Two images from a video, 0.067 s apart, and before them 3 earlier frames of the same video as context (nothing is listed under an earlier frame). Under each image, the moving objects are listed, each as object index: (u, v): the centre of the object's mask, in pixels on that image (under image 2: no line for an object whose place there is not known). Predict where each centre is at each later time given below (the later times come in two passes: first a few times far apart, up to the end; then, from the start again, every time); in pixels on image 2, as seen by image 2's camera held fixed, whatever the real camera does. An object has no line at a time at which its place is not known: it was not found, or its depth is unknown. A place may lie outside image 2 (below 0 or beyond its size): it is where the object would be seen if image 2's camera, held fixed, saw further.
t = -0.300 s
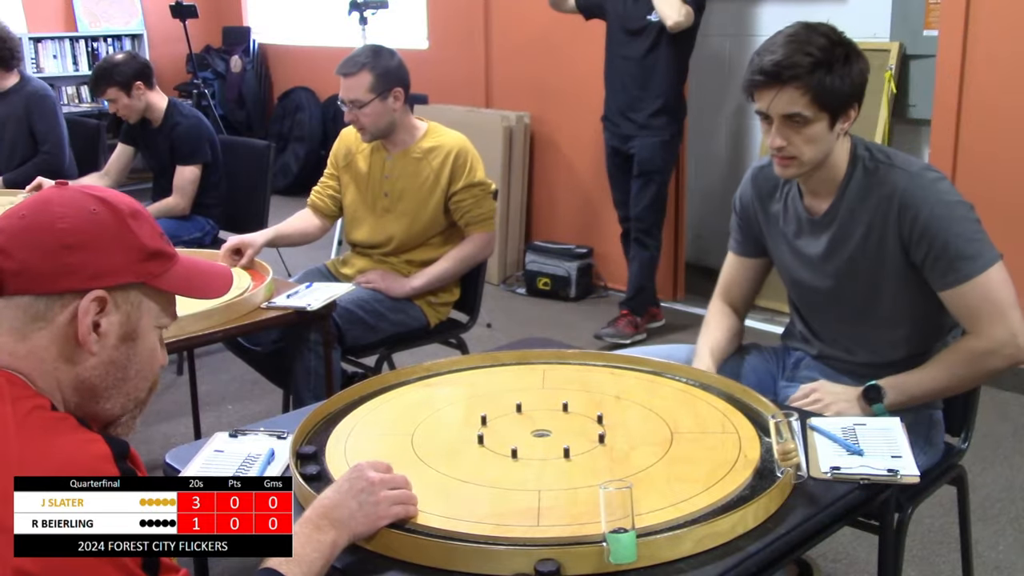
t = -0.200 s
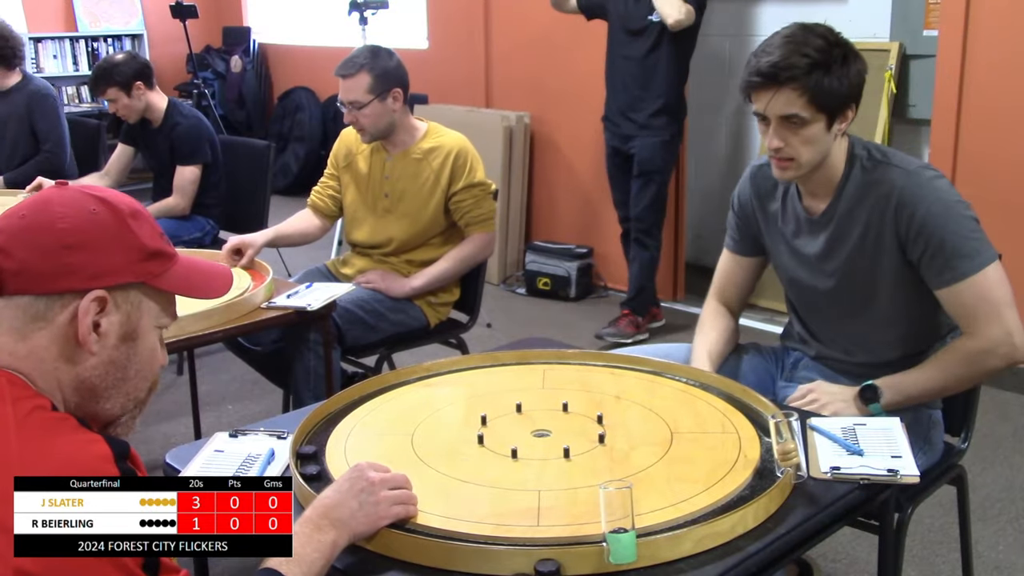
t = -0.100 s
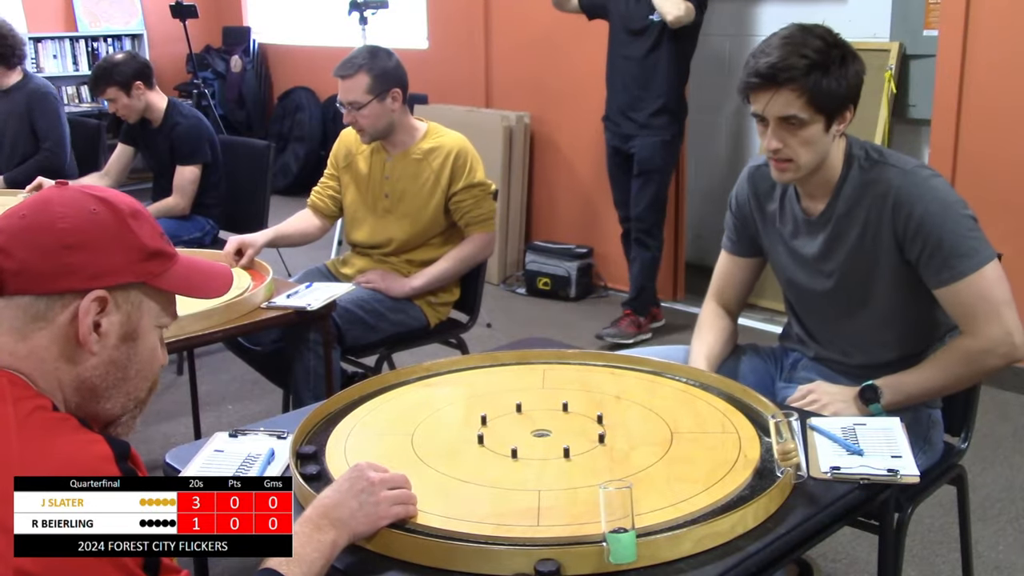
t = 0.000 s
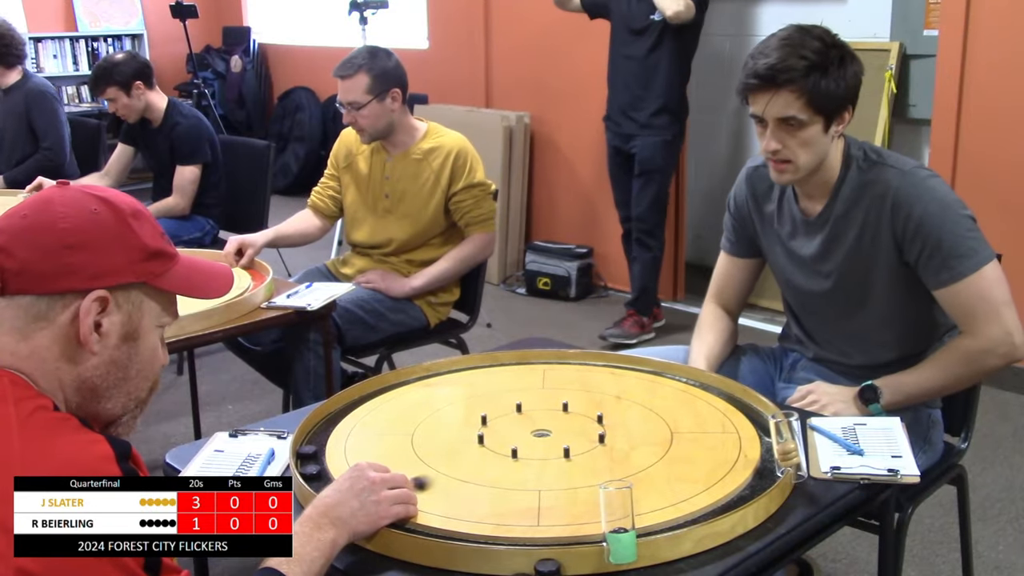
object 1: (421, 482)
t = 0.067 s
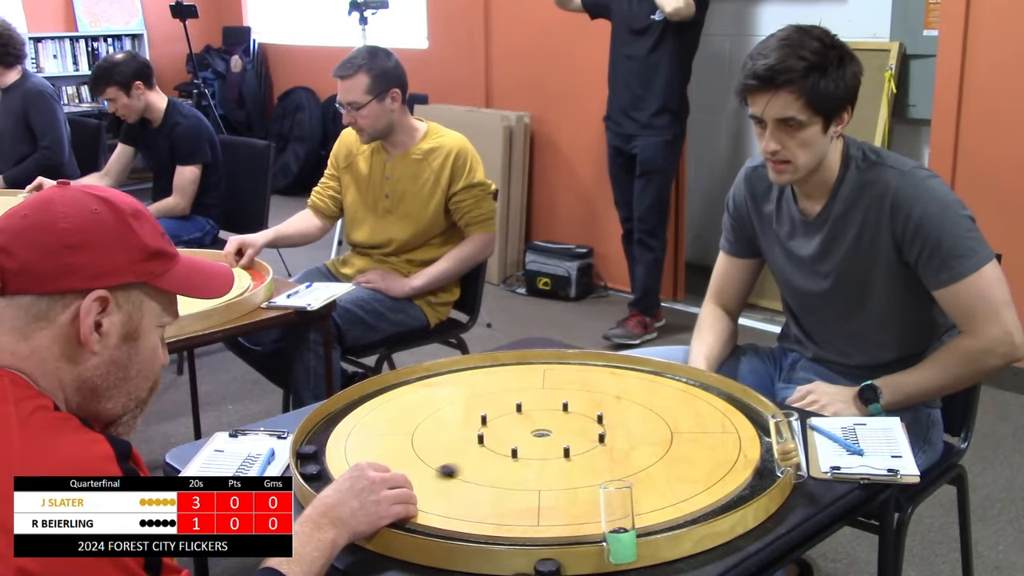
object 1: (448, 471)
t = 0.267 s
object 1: (507, 443)
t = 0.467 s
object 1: (539, 431)
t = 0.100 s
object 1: (461, 465)
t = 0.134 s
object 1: (472, 460)
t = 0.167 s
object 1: (482, 456)
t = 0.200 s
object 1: (491, 451)
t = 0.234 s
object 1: (500, 448)
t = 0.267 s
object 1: (507, 443)
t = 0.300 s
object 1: (515, 441)
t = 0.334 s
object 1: (521, 438)
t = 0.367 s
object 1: (527, 435)
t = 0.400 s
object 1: (531, 433)
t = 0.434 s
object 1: (535, 432)
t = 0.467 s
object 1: (539, 431)
